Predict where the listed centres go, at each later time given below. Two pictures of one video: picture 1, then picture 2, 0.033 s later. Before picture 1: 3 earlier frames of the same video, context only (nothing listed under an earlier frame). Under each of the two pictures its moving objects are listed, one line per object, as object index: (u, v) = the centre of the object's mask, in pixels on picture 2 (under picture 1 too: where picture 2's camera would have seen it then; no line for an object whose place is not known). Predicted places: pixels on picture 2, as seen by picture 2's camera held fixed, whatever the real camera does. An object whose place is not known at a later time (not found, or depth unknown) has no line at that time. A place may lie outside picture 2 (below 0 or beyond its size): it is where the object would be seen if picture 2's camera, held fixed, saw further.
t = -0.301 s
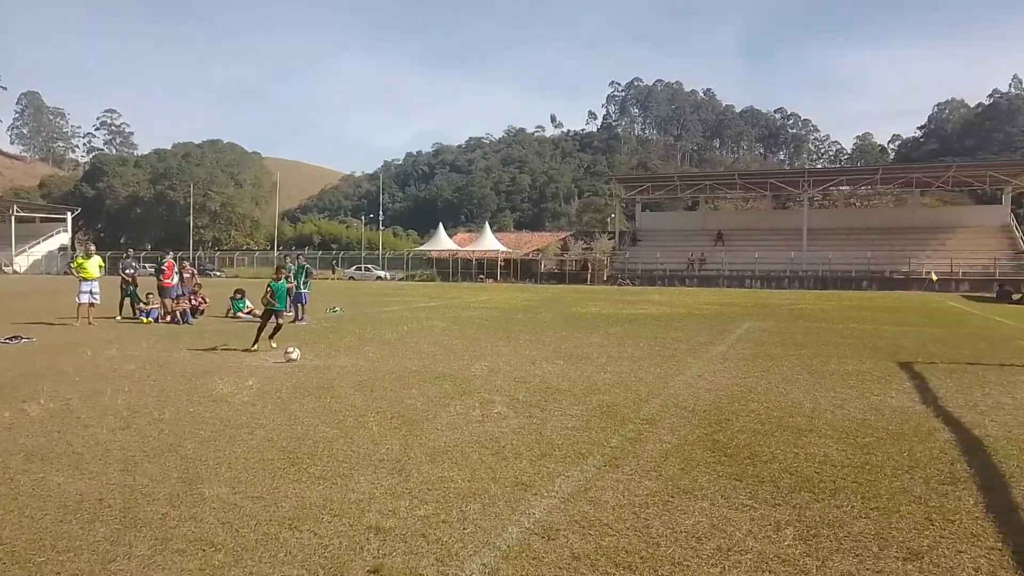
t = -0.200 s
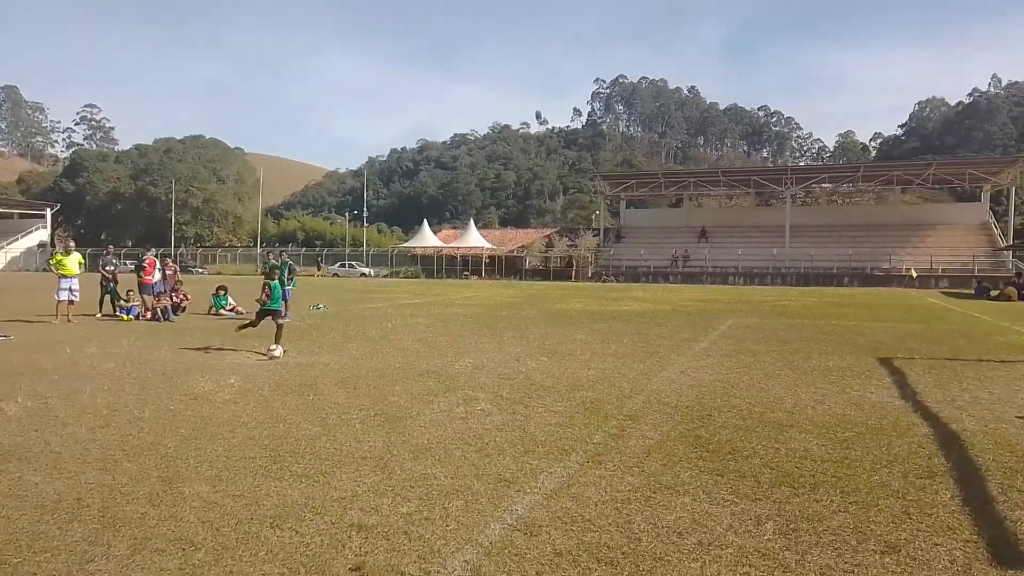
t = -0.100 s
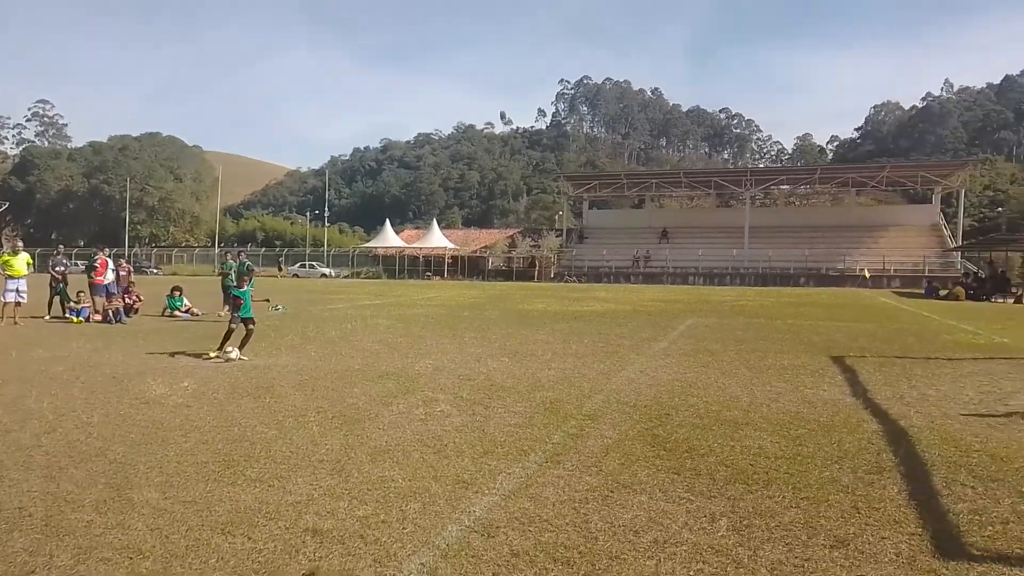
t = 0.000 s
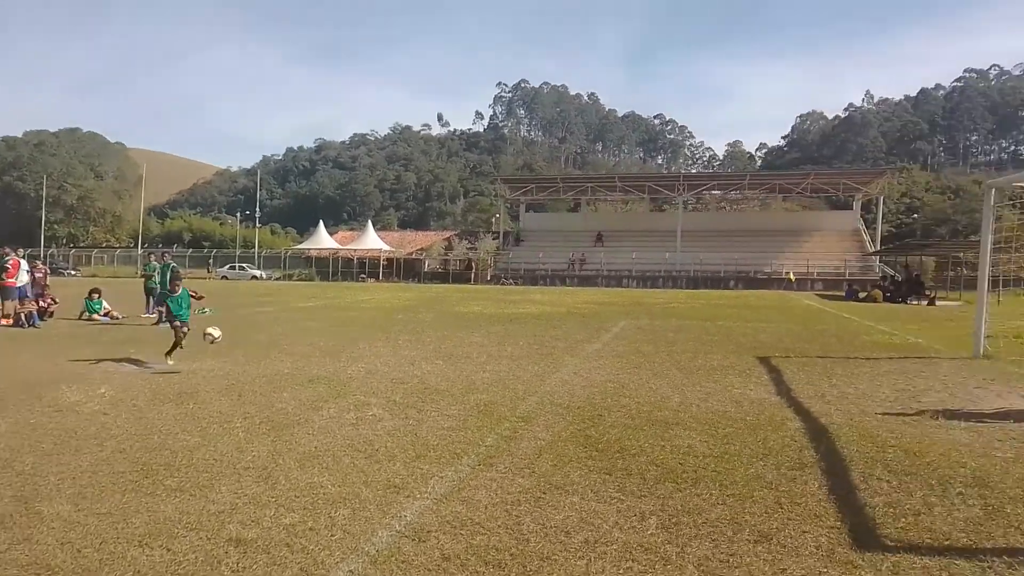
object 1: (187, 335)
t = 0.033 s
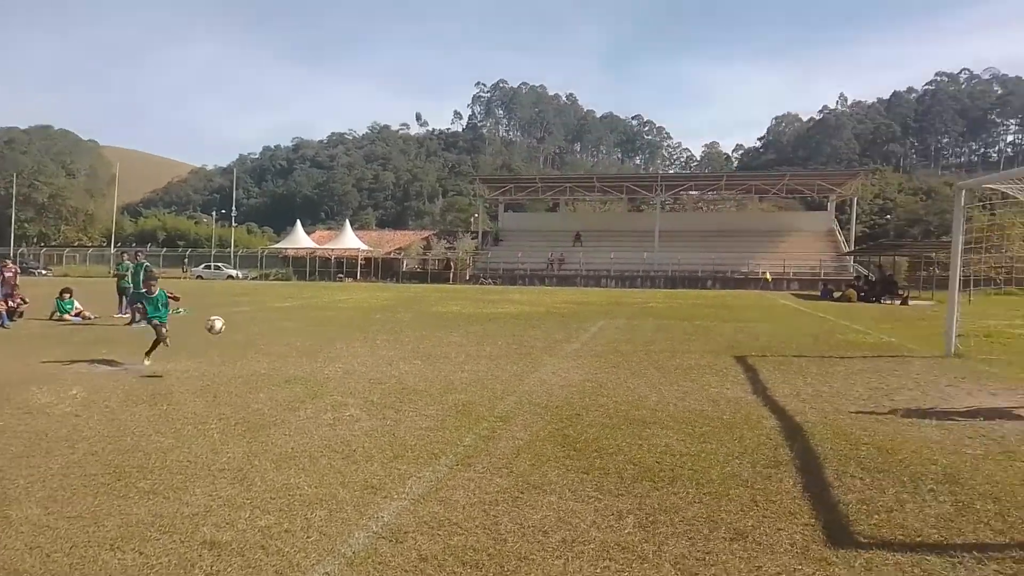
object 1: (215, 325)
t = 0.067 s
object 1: (244, 316)
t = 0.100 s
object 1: (274, 306)
